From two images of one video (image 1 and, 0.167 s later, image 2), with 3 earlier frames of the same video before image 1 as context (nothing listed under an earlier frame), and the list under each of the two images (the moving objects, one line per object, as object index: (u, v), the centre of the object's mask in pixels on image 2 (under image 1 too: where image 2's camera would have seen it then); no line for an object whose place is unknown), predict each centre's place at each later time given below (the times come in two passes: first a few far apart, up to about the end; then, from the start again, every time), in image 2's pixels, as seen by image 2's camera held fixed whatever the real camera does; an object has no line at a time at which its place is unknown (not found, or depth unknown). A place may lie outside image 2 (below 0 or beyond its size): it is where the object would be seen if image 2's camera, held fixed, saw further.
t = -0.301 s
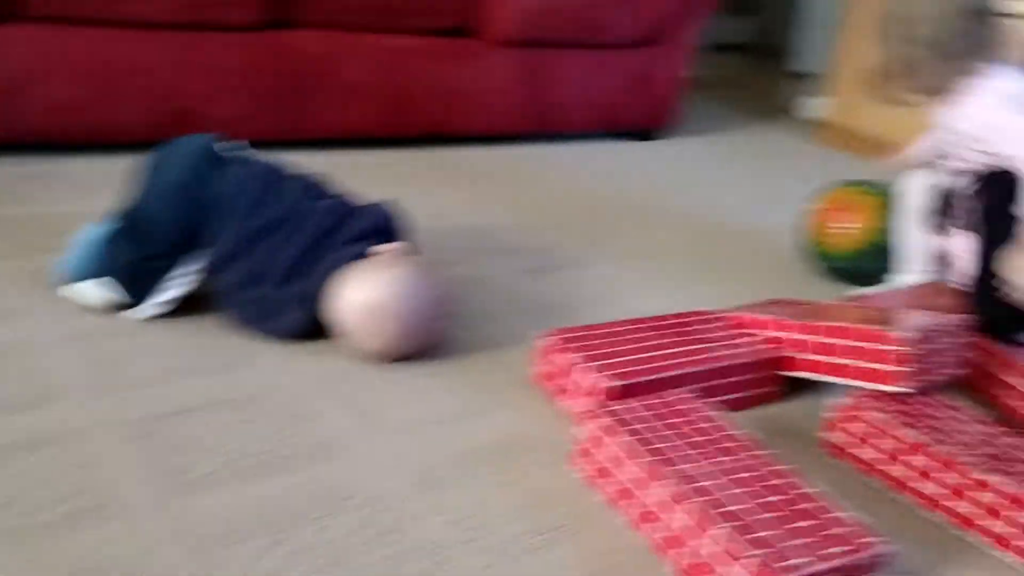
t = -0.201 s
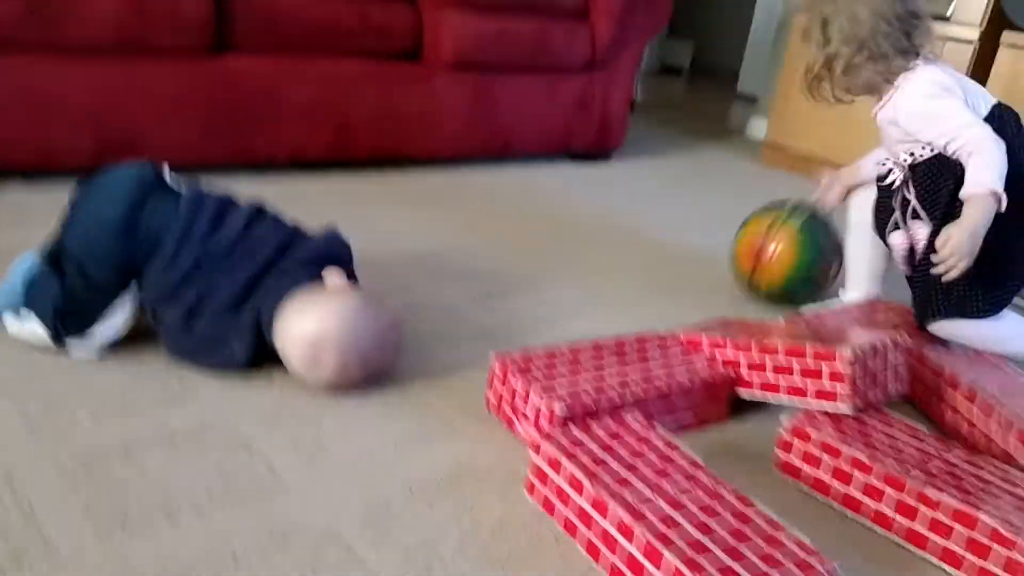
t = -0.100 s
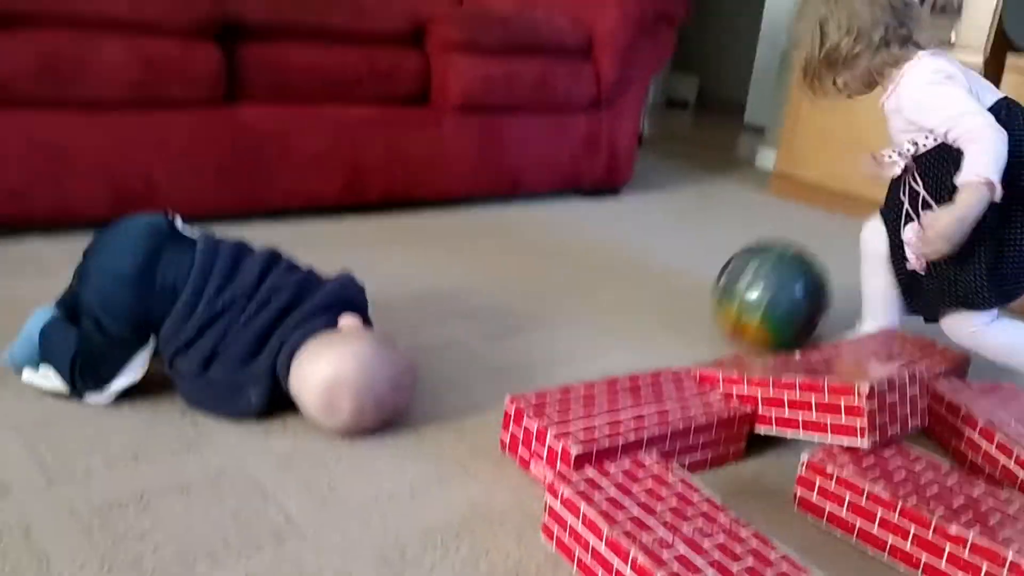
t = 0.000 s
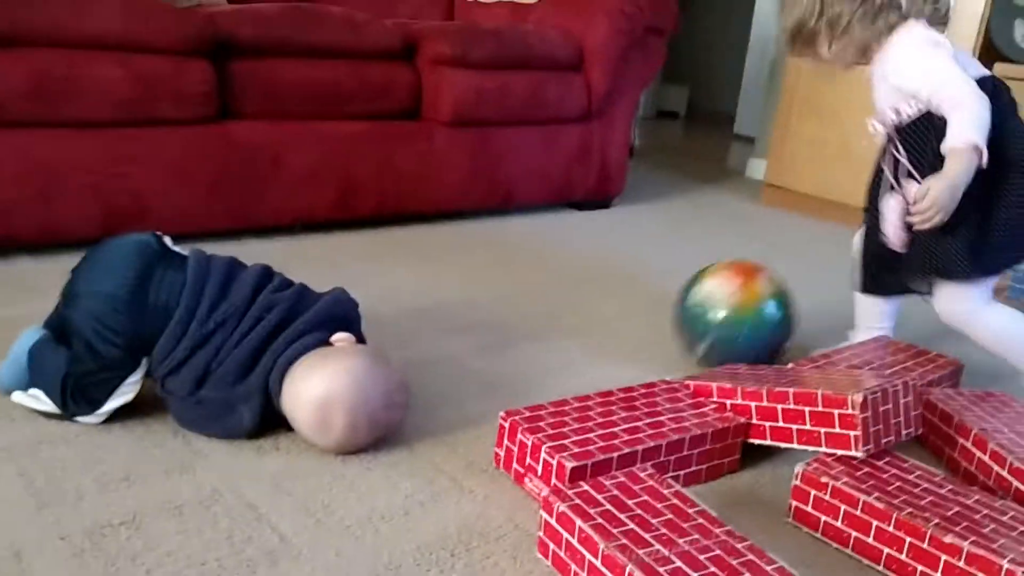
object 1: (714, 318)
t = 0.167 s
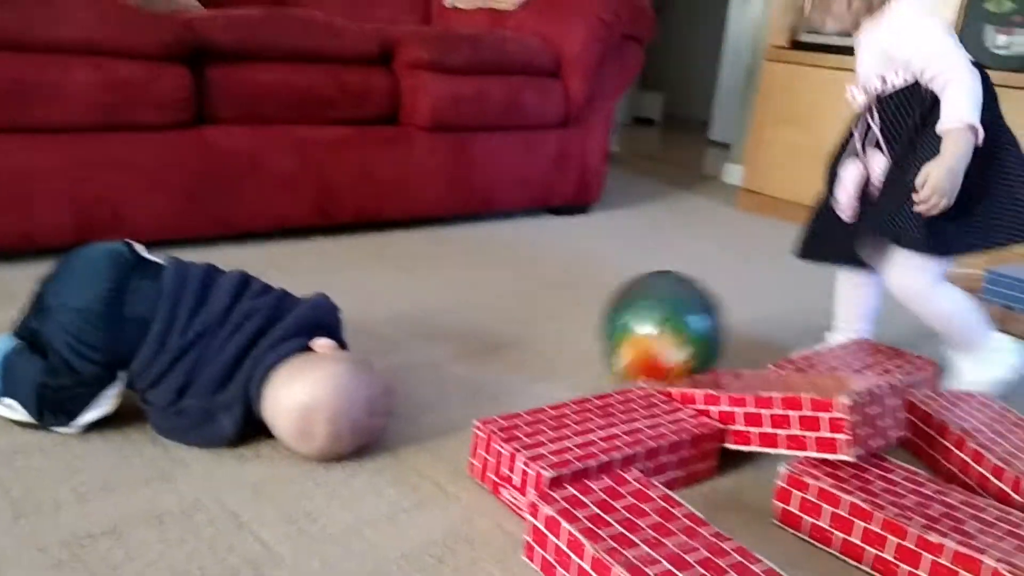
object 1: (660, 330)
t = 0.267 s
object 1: (624, 334)
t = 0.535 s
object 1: (521, 342)
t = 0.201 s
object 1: (649, 330)
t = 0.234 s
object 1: (637, 331)
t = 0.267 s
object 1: (624, 334)
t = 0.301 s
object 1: (611, 334)
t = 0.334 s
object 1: (597, 336)
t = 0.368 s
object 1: (586, 336)
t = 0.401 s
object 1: (575, 338)
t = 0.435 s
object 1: (563, 338)
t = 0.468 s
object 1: (547, 339)
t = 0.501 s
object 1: (535, 340)
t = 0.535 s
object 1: (521, 342)
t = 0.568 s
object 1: (508, 342)
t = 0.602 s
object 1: (495, 343)
